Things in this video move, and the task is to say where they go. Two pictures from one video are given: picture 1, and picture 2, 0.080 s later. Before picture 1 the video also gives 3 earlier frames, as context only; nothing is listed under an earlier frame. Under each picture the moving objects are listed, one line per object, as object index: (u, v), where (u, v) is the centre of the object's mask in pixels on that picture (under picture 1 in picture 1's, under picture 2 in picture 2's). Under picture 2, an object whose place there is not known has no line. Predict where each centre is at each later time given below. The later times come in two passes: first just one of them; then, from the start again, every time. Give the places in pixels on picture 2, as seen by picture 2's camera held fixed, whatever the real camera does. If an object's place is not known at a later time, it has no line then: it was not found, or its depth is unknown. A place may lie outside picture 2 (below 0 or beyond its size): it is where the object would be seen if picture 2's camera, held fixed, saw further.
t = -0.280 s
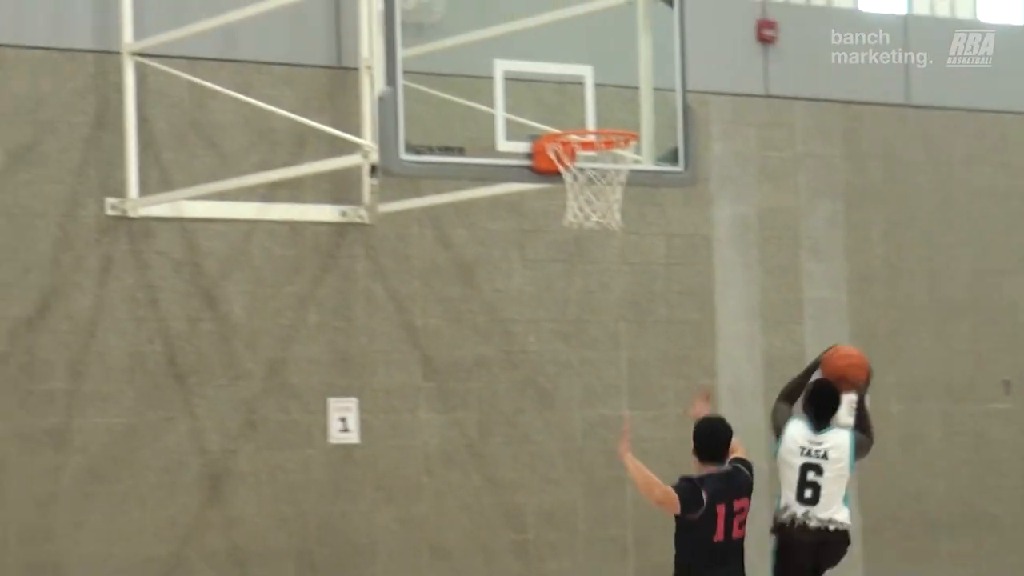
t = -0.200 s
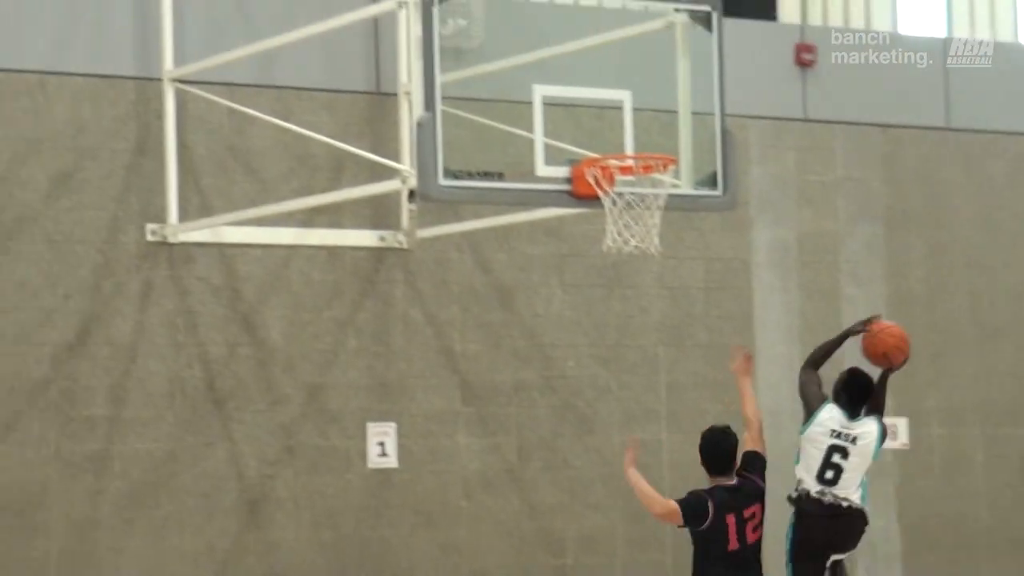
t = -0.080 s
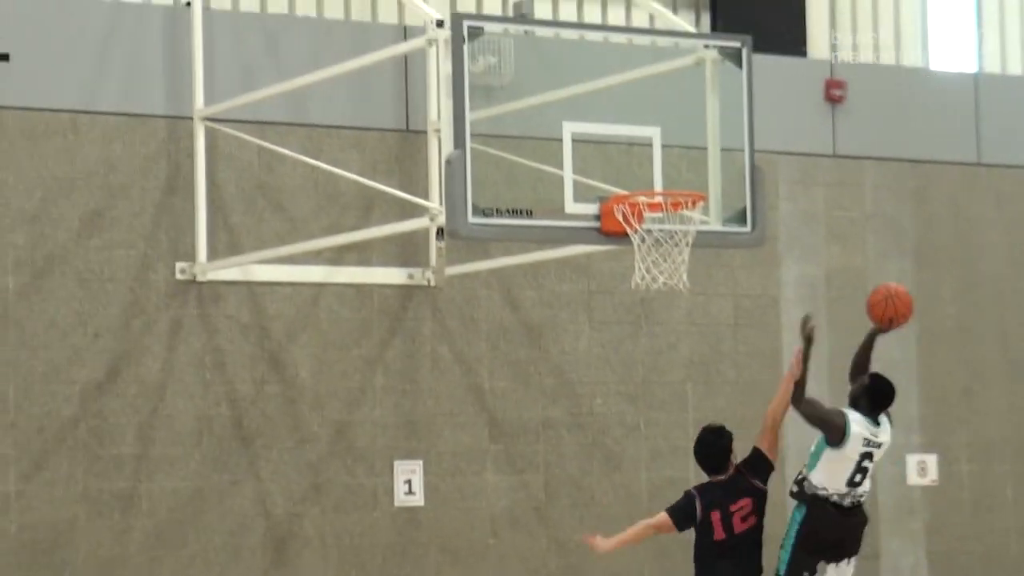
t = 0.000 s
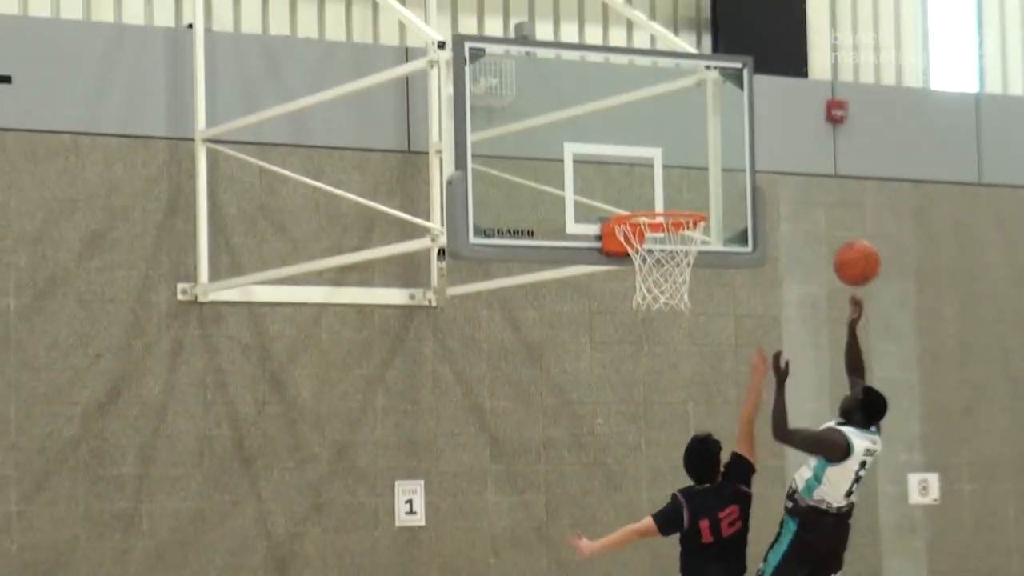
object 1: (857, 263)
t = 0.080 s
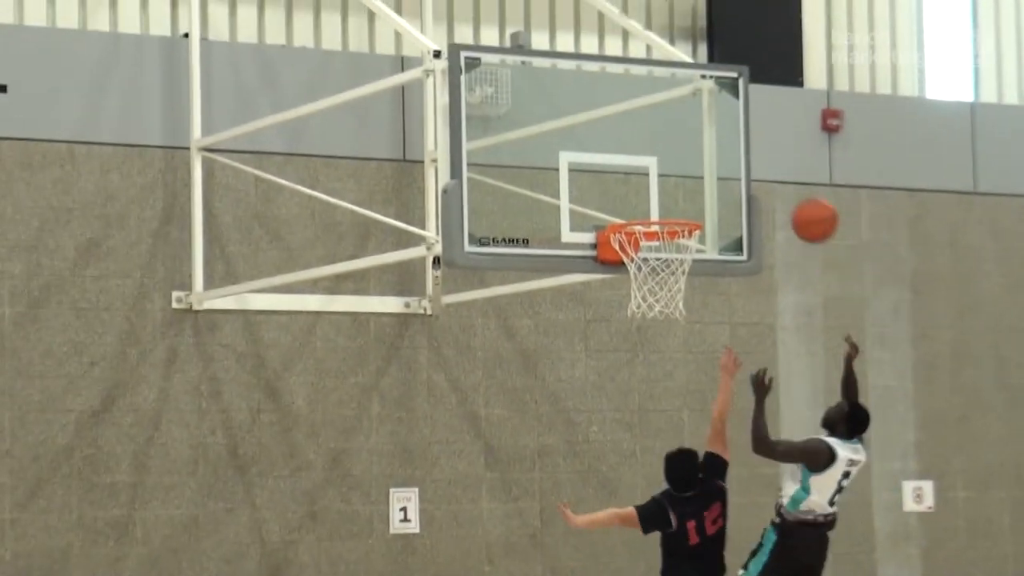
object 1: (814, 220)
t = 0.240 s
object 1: (745, 154)
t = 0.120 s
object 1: (798, 199)
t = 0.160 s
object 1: (778, 181)
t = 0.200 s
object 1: (763, 166)
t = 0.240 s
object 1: (745, 154)
